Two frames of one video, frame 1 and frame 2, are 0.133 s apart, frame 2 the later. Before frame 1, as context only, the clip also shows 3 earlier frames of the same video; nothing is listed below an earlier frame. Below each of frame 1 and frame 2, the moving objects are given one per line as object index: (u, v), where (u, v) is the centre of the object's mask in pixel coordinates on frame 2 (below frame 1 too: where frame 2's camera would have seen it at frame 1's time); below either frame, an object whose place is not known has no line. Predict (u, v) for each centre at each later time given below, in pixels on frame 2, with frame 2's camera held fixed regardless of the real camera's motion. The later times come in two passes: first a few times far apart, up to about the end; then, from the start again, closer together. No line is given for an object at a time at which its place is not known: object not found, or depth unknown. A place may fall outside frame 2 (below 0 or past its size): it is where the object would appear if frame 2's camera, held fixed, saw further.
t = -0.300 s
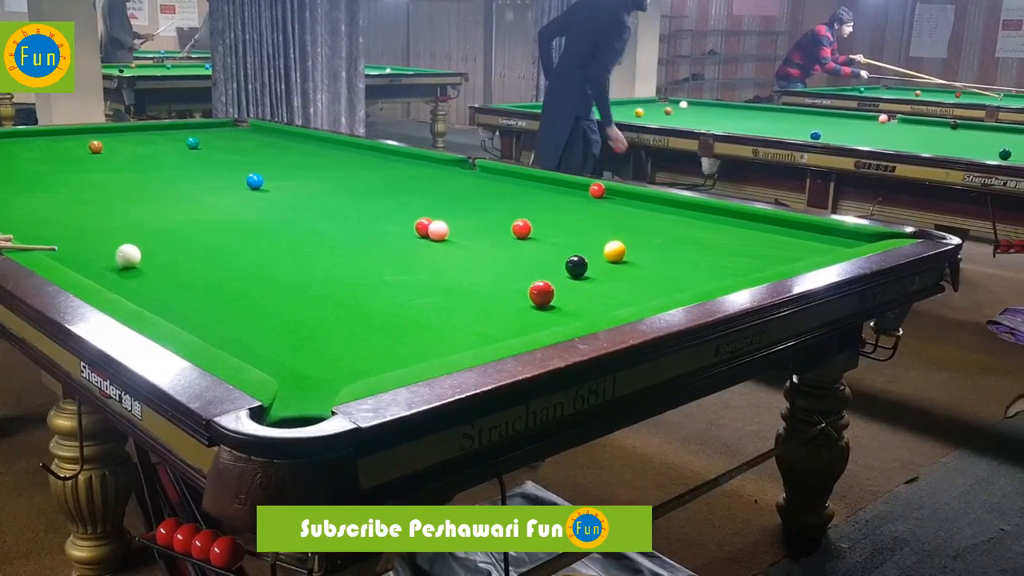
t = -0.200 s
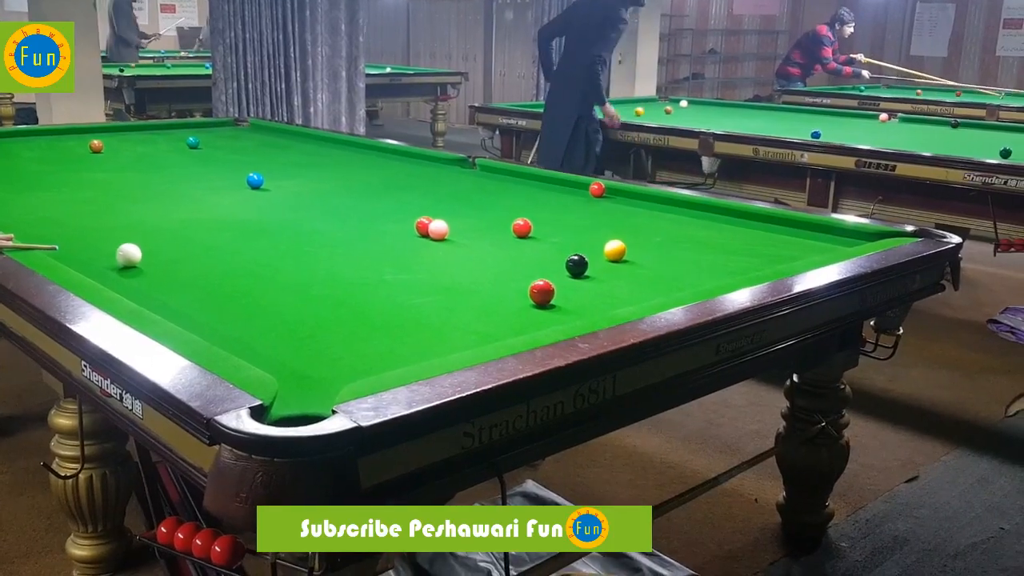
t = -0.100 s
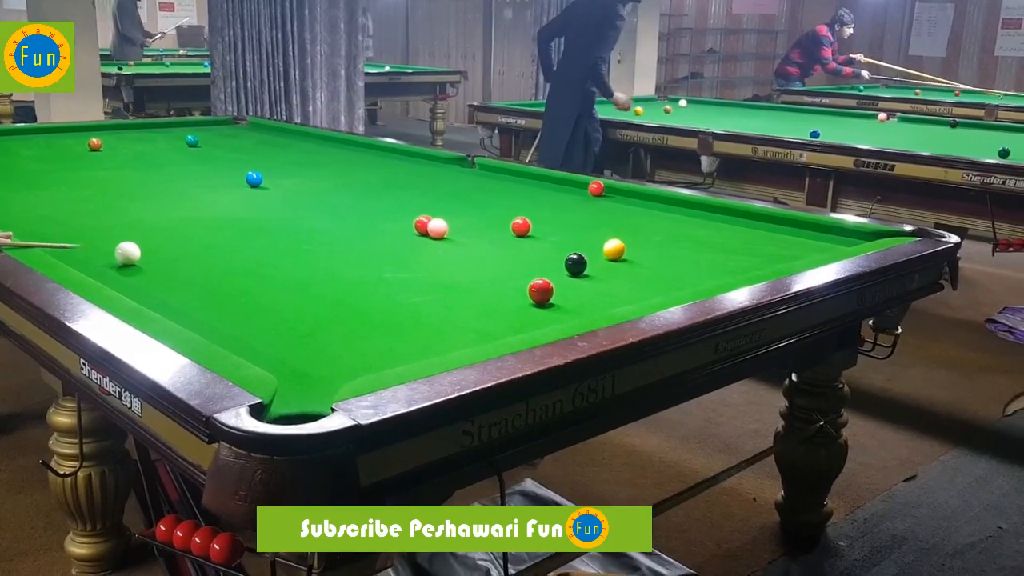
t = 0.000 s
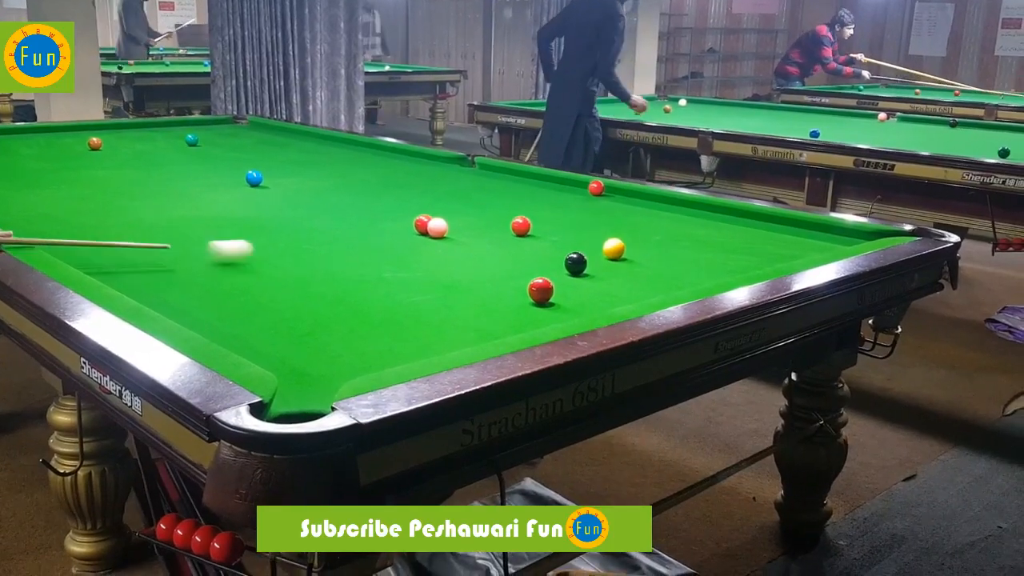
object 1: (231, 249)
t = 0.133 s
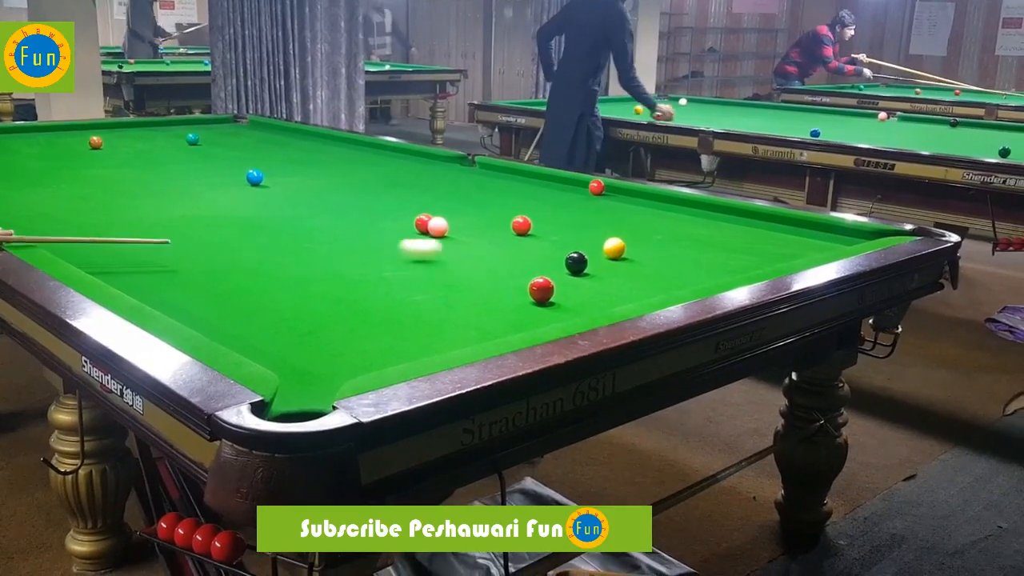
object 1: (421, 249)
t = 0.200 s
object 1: (510, 246)
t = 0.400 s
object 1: (614, 253)
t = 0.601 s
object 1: (680, 258)
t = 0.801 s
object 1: (758, 261)
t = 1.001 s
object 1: (769, 256)
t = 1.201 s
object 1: (754, 247)
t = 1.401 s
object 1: (741, 238)
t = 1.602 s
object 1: (730, 230)
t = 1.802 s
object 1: (720, 223)
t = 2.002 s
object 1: (712, 217)
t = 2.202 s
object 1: (704, 211)
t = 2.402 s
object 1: (698, 207)
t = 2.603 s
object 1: (693, 203)
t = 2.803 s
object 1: (680, 201)
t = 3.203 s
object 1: (655, 200)
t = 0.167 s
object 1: (466, 248)
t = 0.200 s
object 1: (510, 246)
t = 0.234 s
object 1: (552, 248)
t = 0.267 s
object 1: (590, 247)
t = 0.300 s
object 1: (597, 250)
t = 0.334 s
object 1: (601, 251)
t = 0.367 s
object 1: (607, 252)
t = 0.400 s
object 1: (614, 253)
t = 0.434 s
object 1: (622, 254)
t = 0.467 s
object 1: (631, 255)
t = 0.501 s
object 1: (642, 255)
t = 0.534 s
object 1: (654, 256)
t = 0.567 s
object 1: (667, 257)
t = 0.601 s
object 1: (680, 258)
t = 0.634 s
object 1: (693, 259)
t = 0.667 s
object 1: (706, 260)
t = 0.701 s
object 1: (719, 260)
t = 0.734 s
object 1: (732, 261)
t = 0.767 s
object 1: (745, 262)
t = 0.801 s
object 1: (758, 261)
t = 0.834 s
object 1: (770, 260)
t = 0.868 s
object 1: (781, 260)
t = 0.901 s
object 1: (777, 259)
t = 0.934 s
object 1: (774, 258)
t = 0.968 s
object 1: (771, 257)
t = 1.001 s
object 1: (769, 256)
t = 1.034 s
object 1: (766, 255)
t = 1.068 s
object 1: (764, 253)
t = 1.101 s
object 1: (761, 251)
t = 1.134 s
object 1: (759, 250)
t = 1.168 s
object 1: (756, 248)
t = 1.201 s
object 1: (754, 247)
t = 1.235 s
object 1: (752, 245)
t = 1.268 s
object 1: (750, 243)
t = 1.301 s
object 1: (747, 242)
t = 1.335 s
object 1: (745, 240)
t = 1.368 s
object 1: (743, 239)
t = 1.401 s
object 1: (741, 238)
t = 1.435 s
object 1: (739, 236)
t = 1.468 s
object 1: (737, 235)
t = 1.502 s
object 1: (736, 234)
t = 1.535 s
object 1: (734, 233)
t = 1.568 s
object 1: (732, 231)
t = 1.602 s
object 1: (730, 230)
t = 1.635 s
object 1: (728, 229)
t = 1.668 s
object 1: (727, 228)
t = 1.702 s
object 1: (725, 227)
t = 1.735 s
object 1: (723, 225)
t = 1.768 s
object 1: (722, 224)
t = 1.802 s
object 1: (720, 223)
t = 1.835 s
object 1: (719, 222)
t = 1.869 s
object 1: (717, 221)
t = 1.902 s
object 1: (716, 220)
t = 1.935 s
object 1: (715, 219)
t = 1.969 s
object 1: (713, 218)
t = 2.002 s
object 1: (712, 217)
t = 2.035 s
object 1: (711, 216)
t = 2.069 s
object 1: (710, 215)
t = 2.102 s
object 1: (708, 214)
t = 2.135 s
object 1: (707, 213)
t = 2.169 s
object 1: (705, 212)
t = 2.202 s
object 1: (704, 211)
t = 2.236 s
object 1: (703, 211)
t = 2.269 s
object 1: (702, 210)
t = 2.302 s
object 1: (701, 209)
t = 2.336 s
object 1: (700, 208)
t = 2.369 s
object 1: (699, 208)
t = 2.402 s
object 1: (698, 207)
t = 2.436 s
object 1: (697, 206)
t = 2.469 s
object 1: (696, 205)
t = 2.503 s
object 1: (695, 205)
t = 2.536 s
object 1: (695, 204)
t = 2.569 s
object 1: (694, 203)
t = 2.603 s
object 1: (693, 203)
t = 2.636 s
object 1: (692, 202)
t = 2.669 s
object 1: (689, 202)
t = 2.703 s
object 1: (687, 202)
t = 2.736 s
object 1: (684, 201)
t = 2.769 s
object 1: (682, 202)
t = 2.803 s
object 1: (680, 201)
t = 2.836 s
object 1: (677, 201)
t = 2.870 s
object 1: (675, 199)
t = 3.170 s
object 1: (656, 200)
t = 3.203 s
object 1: (655, 200)
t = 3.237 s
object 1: (653, 200)
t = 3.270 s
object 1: (651, 200)
